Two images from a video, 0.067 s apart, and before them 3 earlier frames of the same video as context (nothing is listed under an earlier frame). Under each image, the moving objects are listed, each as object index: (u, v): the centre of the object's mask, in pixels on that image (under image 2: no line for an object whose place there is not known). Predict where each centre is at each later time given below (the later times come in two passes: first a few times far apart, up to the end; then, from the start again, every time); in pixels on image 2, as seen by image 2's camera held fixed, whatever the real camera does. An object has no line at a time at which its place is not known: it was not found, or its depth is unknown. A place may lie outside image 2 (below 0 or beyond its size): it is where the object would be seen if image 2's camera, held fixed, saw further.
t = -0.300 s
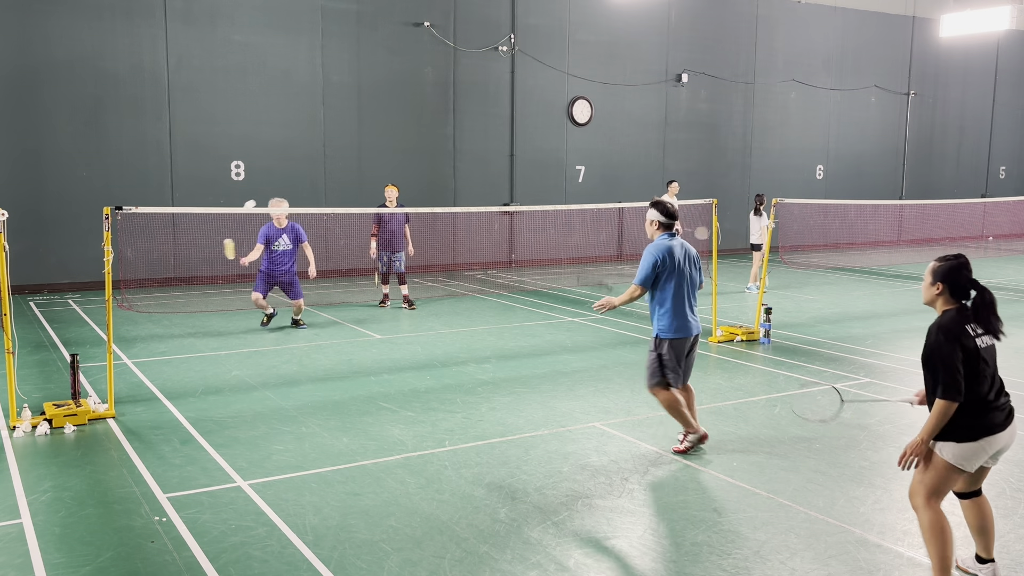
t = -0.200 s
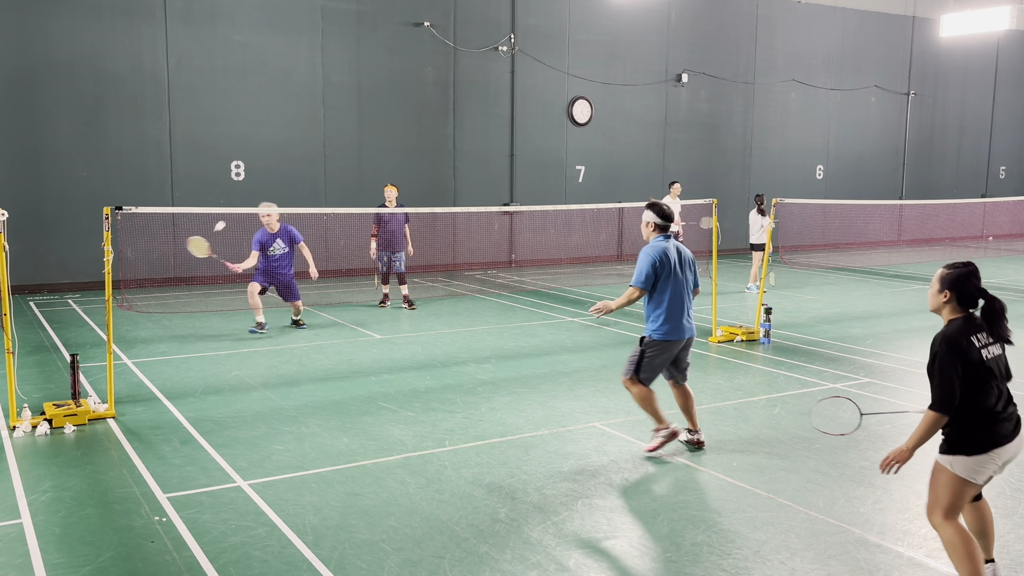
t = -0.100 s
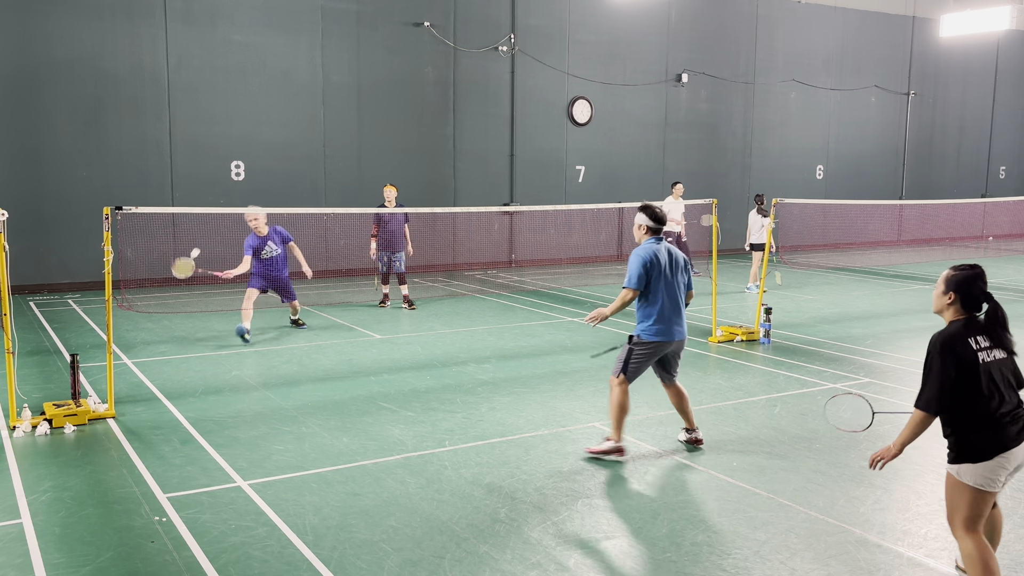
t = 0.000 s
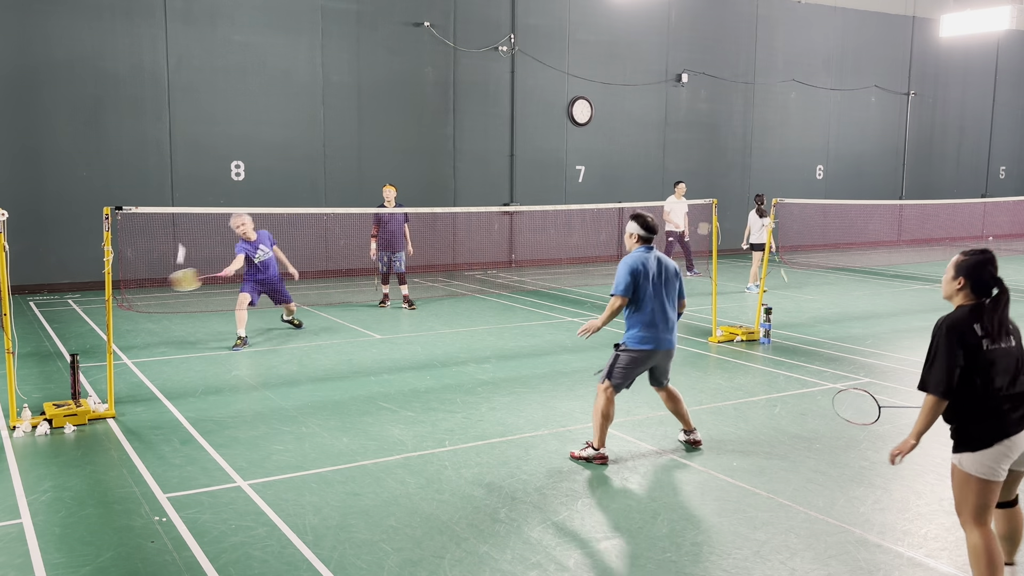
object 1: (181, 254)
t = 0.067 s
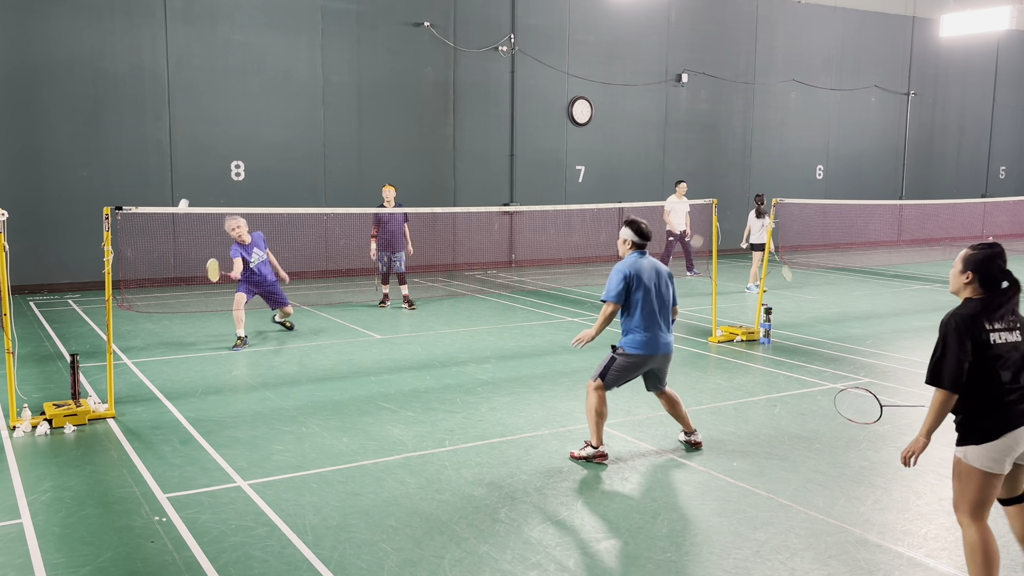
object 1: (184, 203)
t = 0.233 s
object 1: (206, 130)
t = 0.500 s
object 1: (244, 83)
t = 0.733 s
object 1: (287, 151)
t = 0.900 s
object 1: (320, 289)
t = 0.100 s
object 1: (191, 190)
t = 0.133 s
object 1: (196, 173)
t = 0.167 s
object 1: (199, 157)
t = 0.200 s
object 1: (202, 143)
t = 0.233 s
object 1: (206, 130)
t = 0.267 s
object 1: (211, 118)
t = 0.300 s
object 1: (215, 108)
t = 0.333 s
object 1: (220, 99)
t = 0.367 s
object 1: (224, 92)
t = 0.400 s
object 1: (229, 87)
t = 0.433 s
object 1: (234, 84)
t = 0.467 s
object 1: (239, 82)
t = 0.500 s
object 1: (244, 83)
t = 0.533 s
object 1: (249, 85)
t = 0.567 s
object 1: (255, 90)
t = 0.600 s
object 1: (261, 96)
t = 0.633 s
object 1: (267, 105)
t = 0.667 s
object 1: (274, 117)
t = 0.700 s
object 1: (280, 133)
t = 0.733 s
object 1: (287, 151)
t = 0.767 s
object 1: (293, 173)
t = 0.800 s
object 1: (299, 196)
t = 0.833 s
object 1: (306, 225)
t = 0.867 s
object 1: (313, 255)
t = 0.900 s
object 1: (320, 289)
